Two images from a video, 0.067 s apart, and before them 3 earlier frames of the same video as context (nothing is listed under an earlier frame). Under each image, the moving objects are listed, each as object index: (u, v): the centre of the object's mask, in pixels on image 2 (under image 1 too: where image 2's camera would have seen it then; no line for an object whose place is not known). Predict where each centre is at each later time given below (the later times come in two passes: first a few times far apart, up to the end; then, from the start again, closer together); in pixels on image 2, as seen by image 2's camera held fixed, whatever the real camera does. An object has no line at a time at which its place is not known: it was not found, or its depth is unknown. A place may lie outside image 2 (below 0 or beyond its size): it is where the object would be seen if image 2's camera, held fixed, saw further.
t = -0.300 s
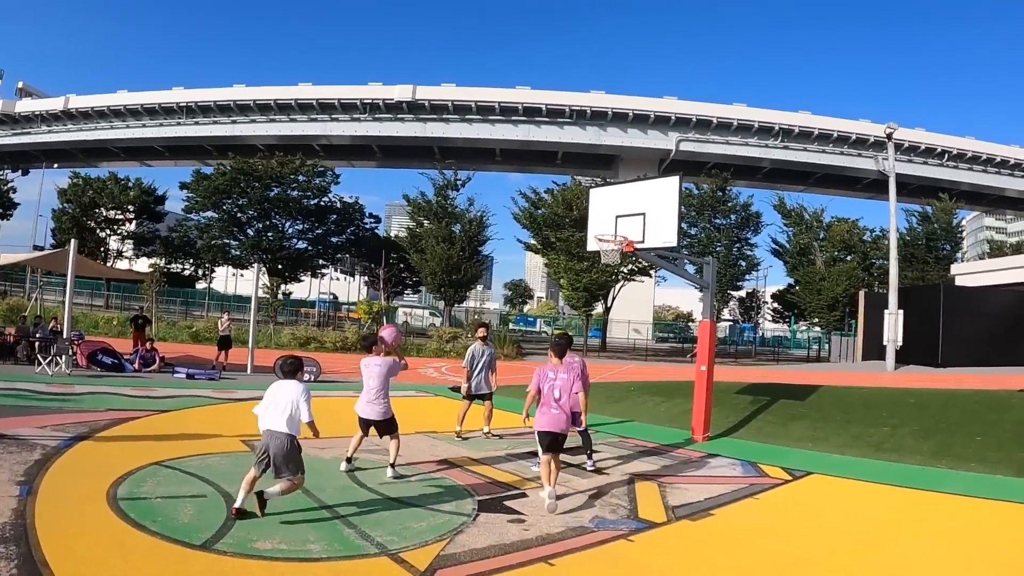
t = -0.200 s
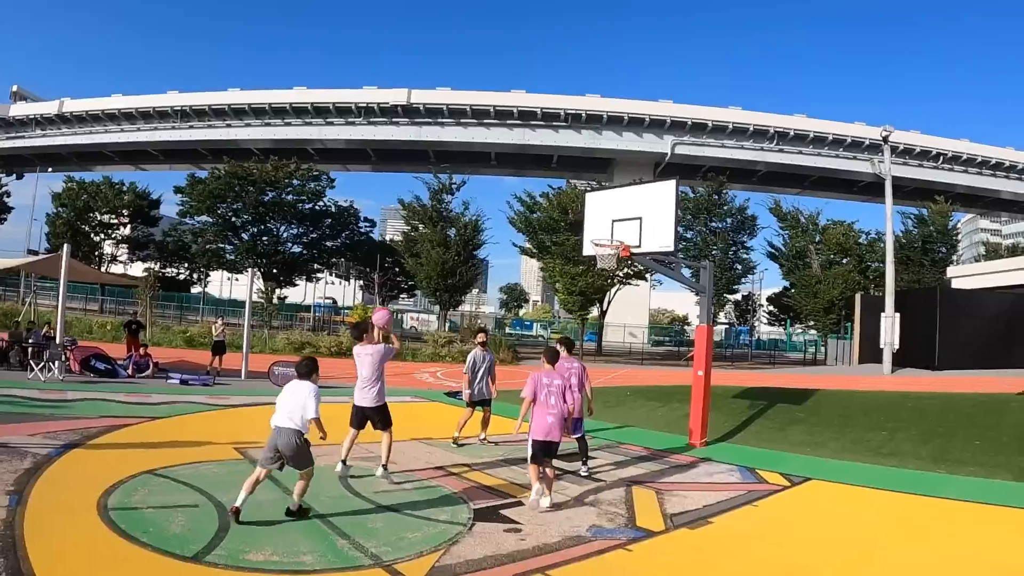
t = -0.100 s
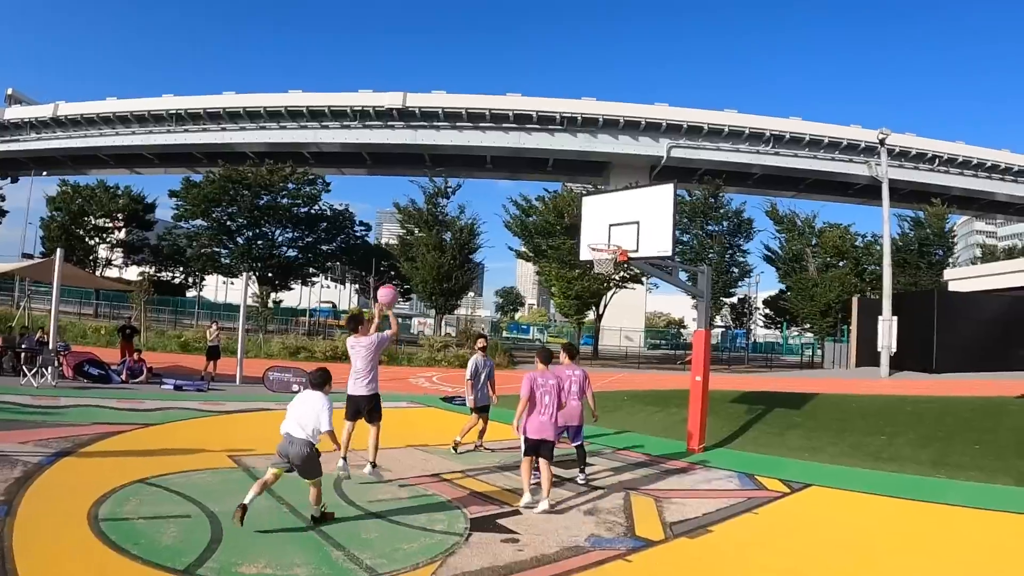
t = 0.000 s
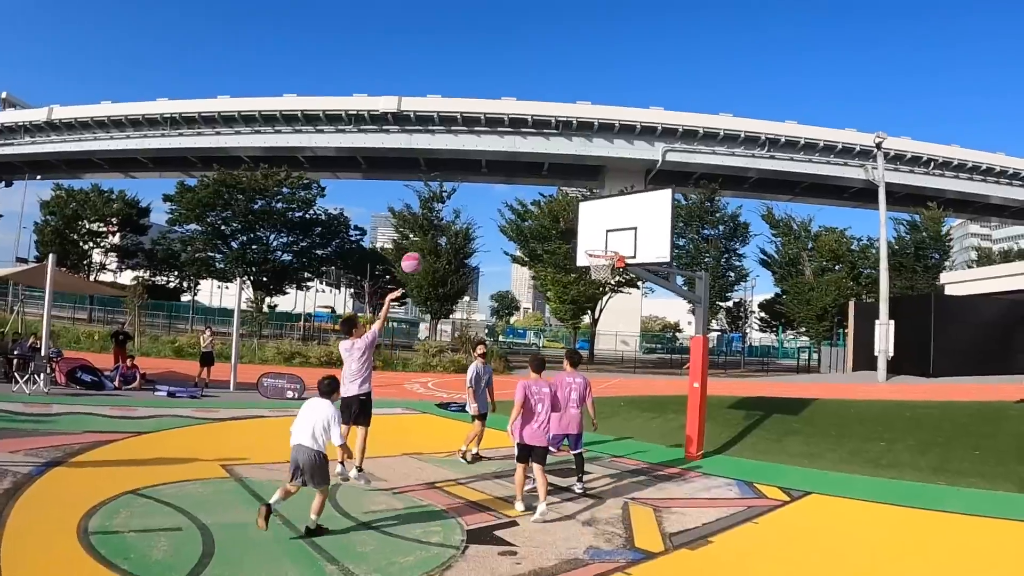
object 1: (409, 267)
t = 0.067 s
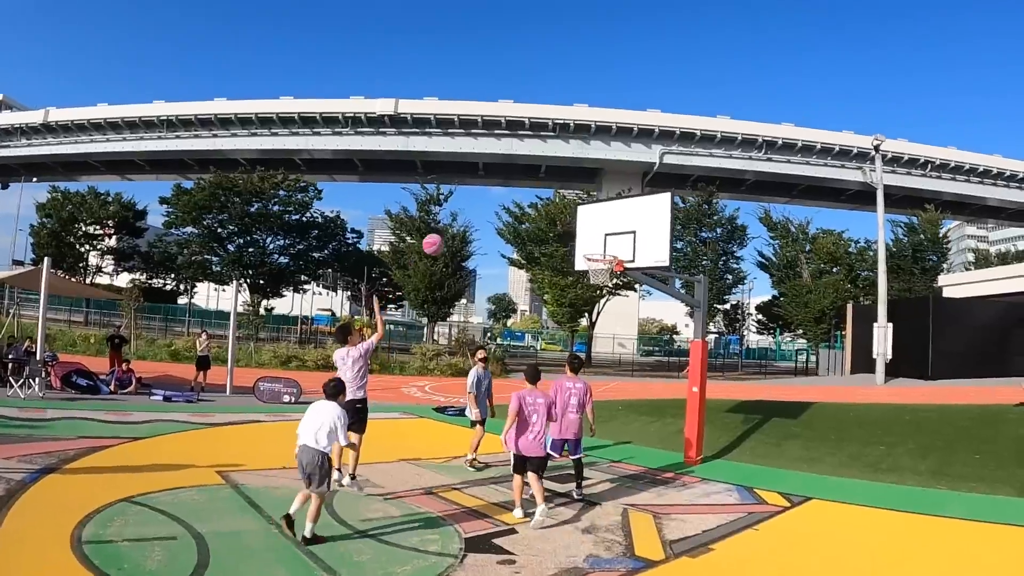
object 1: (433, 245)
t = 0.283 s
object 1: (497, 207)
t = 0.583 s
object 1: (570, 214)
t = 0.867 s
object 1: (609, 234)
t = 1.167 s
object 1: (597, 195)
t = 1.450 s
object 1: (578, 225)
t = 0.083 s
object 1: (436, 242)
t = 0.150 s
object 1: (458, 226)
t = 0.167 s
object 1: (465, 222)
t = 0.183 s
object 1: (467, 221)
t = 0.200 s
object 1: (474, 217)
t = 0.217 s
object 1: (480, 214)
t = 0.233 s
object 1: (483, 213)
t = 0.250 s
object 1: (489, 210)
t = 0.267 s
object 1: (494, 208)
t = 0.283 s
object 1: (497, 207)
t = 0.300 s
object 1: (502, 205)
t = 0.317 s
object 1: (508, 204)
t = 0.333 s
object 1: (510, 203)
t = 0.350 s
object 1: (515, 203)
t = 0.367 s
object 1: (521, 201)
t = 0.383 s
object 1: (523, 201)
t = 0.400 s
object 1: (528, 202)
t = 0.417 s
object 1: (533, 202)
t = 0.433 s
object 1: (536, 202)
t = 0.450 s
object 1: (540, 203)
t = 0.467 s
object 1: (546, 203)
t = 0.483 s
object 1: (548, 204)
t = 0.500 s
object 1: (553, 205)
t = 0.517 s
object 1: (557, 207)
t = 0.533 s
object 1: (560, 208)
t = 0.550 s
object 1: (564, 210)
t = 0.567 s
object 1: (568, 212)
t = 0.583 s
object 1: (570, 214)
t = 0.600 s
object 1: (574, 217)
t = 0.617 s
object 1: (578, 220)
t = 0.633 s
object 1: (580, 221)
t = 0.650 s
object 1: (585, 225)
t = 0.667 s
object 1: (590, 229)
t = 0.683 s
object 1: (592, 231)
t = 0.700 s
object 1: (595, 235)
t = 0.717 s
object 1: (600, 240)
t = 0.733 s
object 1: (601, 242)
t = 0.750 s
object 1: (605, 247)
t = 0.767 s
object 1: (609, 251)
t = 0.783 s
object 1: (611, 254)
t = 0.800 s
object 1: (611, 250)
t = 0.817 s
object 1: (610, 246)
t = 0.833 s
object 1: (610, 243)
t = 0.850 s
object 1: (610, 238)
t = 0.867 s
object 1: (609, 234)
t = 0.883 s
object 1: (609, 232)
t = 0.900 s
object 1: (609, 227)
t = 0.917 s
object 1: (608, 223)
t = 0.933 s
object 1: (607, 222)
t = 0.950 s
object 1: (607, 218)
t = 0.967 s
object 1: (606, 215)
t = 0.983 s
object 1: (606, 213)
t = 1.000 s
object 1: (605, 209)
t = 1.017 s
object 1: (604, 206)
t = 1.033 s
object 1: (604, 205)
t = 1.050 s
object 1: (603, 203)
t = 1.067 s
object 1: (602, 201)
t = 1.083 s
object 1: (602, 200)
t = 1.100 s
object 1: (601, 198)
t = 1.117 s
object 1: (600, 197)
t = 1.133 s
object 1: (600, 196)
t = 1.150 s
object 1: (598, 196)
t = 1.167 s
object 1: (597, 195)
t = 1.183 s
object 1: (597, 195)
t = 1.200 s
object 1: (596, 195)
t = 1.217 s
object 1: (595, 196)
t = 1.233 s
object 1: (594, 196)
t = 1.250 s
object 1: (593, 197)
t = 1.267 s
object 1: (592, 198)
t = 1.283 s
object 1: (591, 198)
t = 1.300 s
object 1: (590, 200)
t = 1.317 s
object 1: (589, 202)
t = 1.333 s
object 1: (588, 204)
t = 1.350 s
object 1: (586, 206)
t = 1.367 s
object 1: (585, 209)
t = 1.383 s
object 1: (584, 211)
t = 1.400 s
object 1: (582, 215)
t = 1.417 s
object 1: (581, 219)
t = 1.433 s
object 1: (580, 221)
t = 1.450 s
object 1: (578, 225)
